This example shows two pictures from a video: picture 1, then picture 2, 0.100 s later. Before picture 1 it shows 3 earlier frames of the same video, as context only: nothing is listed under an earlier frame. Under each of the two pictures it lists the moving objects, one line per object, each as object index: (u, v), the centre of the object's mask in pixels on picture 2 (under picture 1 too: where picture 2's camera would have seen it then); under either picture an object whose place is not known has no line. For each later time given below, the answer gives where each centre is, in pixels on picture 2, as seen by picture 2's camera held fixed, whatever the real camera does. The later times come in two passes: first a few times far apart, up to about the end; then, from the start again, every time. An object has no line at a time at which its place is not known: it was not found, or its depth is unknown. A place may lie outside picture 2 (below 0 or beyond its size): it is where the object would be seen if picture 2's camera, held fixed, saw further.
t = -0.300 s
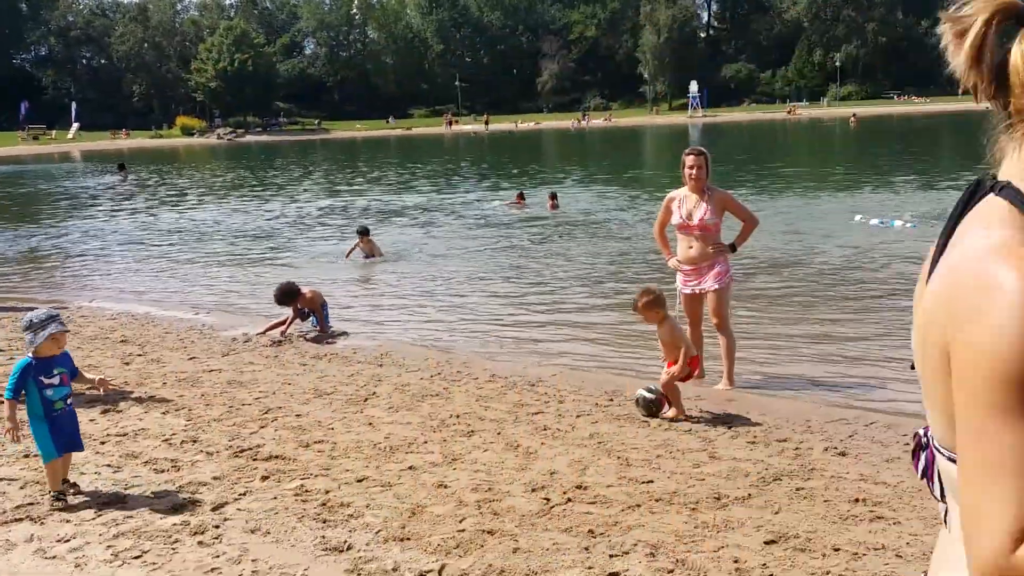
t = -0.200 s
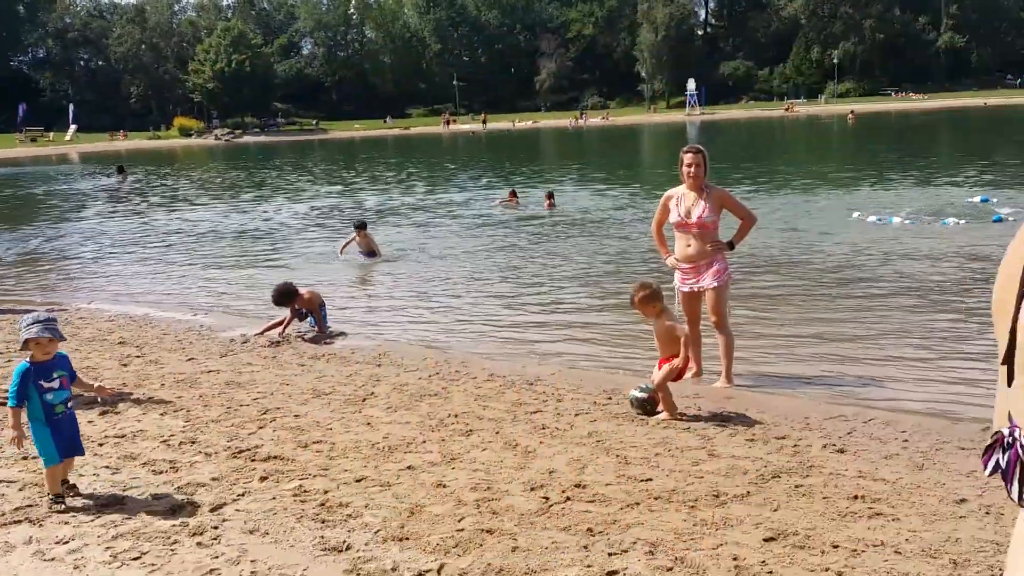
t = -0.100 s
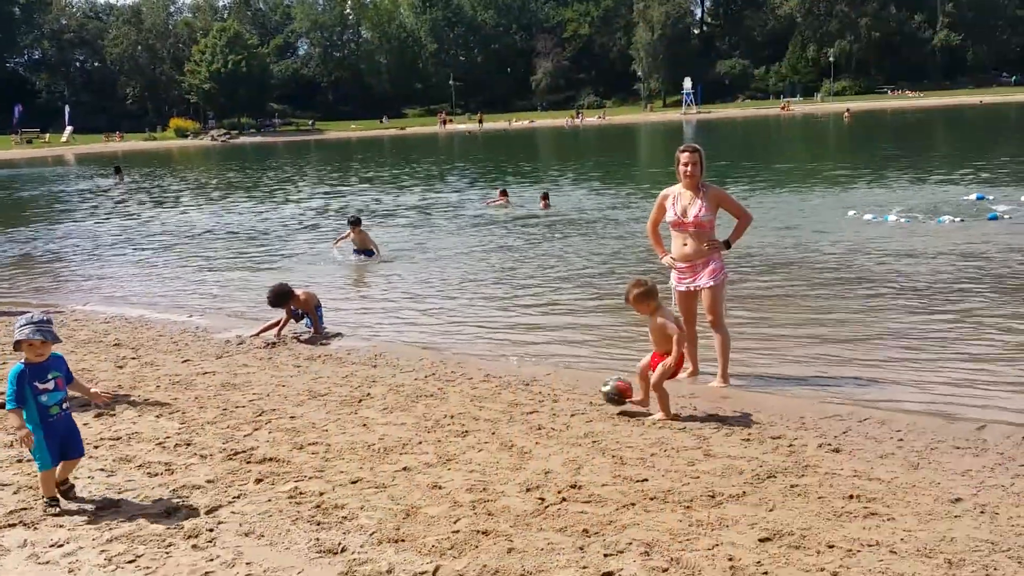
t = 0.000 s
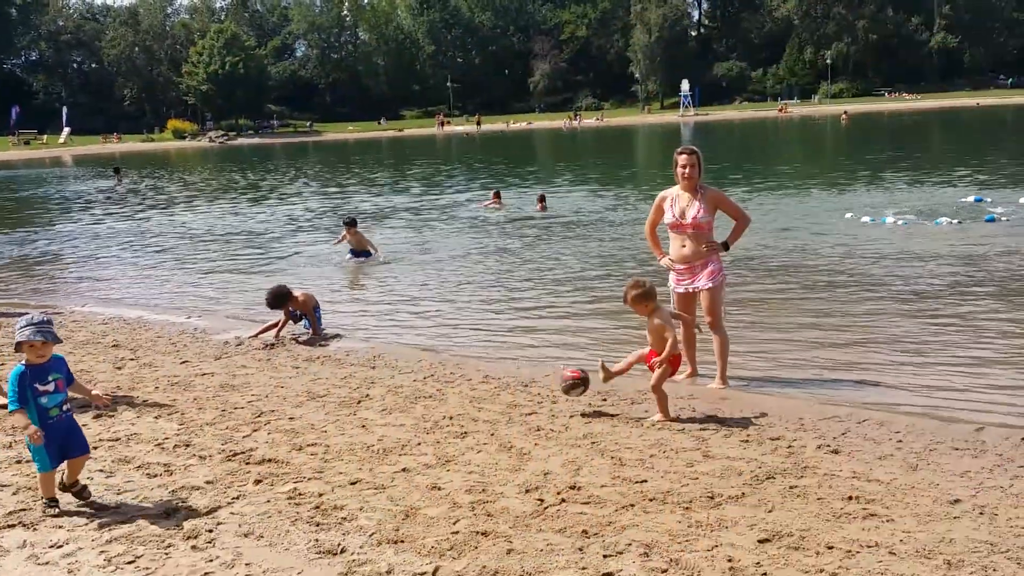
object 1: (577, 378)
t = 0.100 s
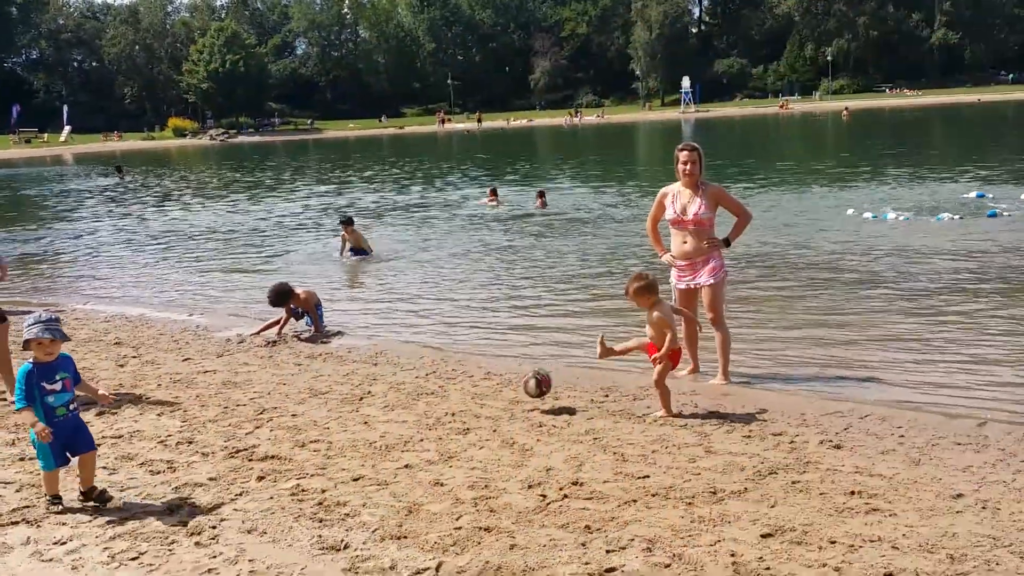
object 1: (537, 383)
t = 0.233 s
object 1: (491, 396)
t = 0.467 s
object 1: (431, 394)
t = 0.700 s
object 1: (375, 397)
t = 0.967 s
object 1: (323, 396)
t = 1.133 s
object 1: (294, 396)
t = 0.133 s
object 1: (524, 388)
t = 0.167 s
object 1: (512, 395)
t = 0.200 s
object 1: (502, 397)
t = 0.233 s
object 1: (491, 396)
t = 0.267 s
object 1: (483, 397)
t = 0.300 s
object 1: (472, 397)
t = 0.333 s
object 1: (463, 395)
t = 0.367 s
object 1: (454, 396)
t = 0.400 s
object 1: (446, 396)
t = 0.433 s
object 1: (438, 395)
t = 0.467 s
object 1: (431, 394)
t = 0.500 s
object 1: (422, 395)
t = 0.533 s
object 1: (416, 397)
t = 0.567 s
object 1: (406, 395)
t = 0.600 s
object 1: (398, 396)
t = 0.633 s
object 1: (390, 396)
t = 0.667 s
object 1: (382, 396)
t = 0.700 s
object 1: (375, 397)
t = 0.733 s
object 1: (369, 396)
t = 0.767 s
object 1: (363, 396)
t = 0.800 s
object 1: (356, 396)
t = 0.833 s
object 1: (349, 397)
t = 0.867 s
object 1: (343, 397)
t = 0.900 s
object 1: (336, 397)
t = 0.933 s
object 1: (330, 397)
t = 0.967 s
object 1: (323, 396)
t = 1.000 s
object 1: (317, 396)
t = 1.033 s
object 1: (311, 395)
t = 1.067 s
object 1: (305, 396)
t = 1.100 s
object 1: (300, 396)
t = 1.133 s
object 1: (294, 396)
